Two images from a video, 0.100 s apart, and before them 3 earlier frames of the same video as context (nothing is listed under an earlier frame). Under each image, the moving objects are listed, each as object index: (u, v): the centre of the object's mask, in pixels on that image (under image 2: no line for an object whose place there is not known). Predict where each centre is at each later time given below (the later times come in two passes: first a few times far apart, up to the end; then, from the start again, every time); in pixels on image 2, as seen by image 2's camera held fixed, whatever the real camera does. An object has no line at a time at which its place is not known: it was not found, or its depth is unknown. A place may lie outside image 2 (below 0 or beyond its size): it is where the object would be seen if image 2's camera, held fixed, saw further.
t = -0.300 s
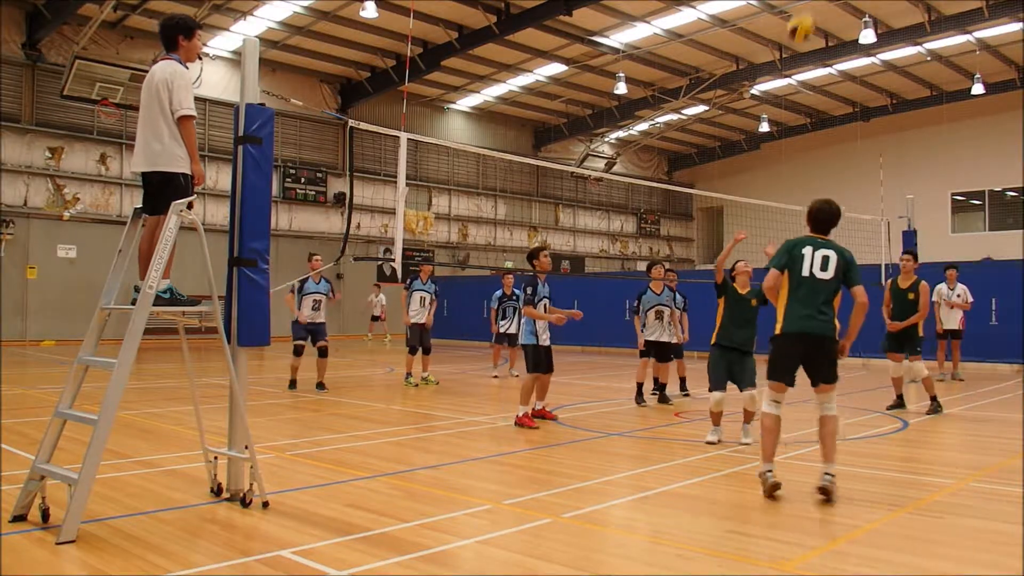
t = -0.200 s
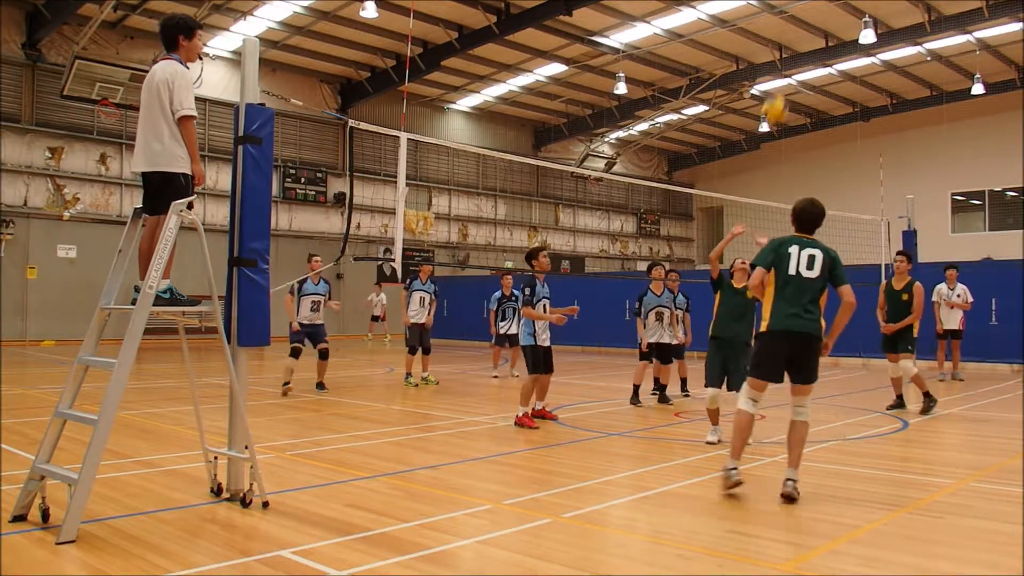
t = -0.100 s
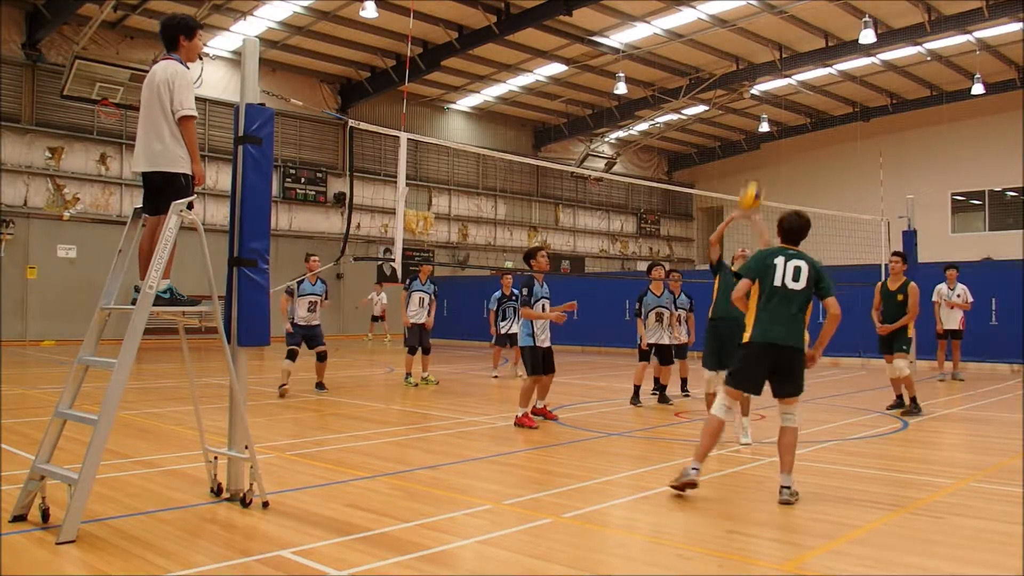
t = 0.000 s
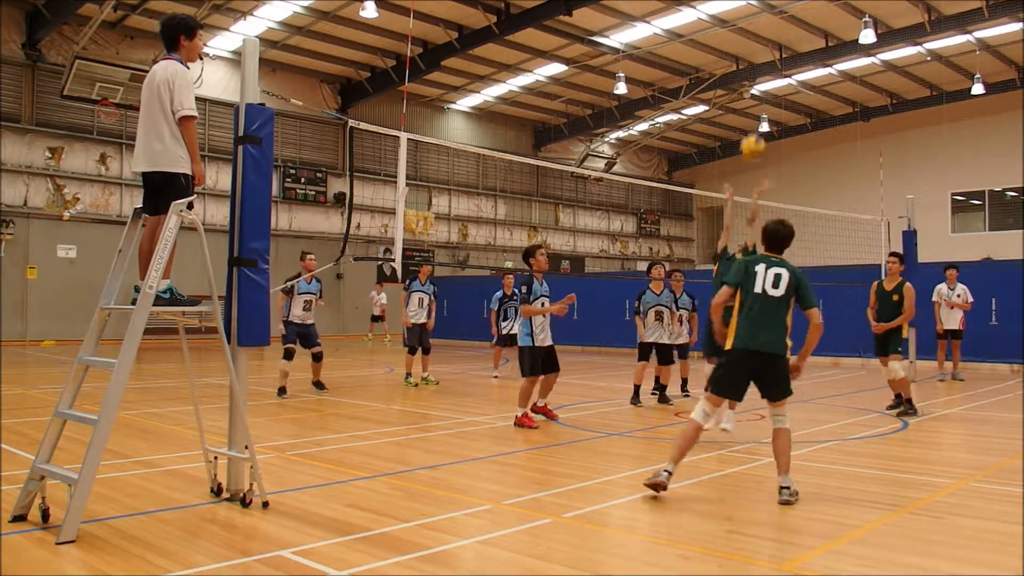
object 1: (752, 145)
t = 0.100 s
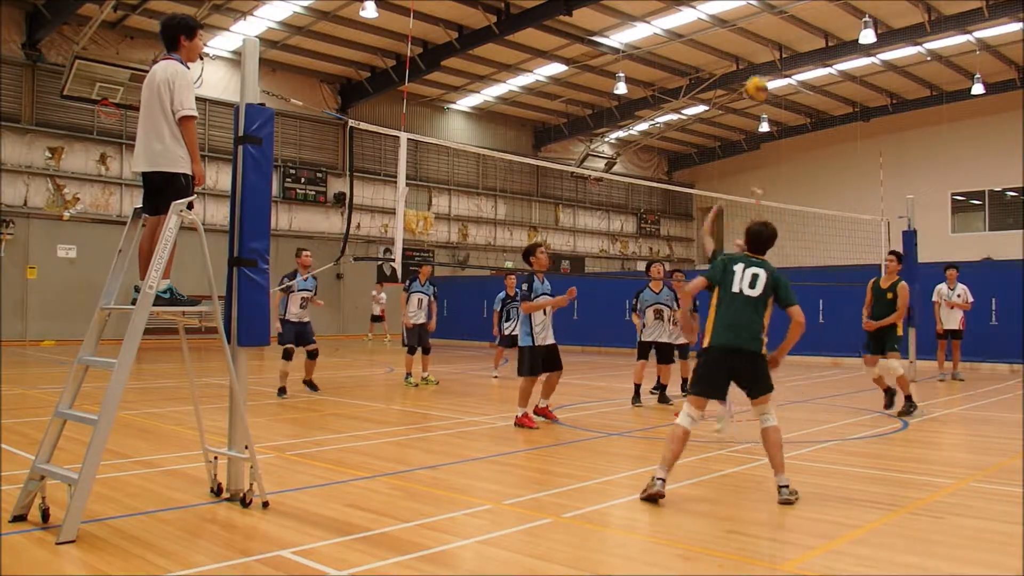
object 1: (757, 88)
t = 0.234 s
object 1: (760, 29)
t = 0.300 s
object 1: (765, 10)
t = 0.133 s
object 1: (758, 70)
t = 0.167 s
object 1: (760, 54)
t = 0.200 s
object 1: (761, 41)
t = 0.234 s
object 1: (760, 29)
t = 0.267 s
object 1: (764, 20)
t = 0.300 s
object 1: (765, 10)
